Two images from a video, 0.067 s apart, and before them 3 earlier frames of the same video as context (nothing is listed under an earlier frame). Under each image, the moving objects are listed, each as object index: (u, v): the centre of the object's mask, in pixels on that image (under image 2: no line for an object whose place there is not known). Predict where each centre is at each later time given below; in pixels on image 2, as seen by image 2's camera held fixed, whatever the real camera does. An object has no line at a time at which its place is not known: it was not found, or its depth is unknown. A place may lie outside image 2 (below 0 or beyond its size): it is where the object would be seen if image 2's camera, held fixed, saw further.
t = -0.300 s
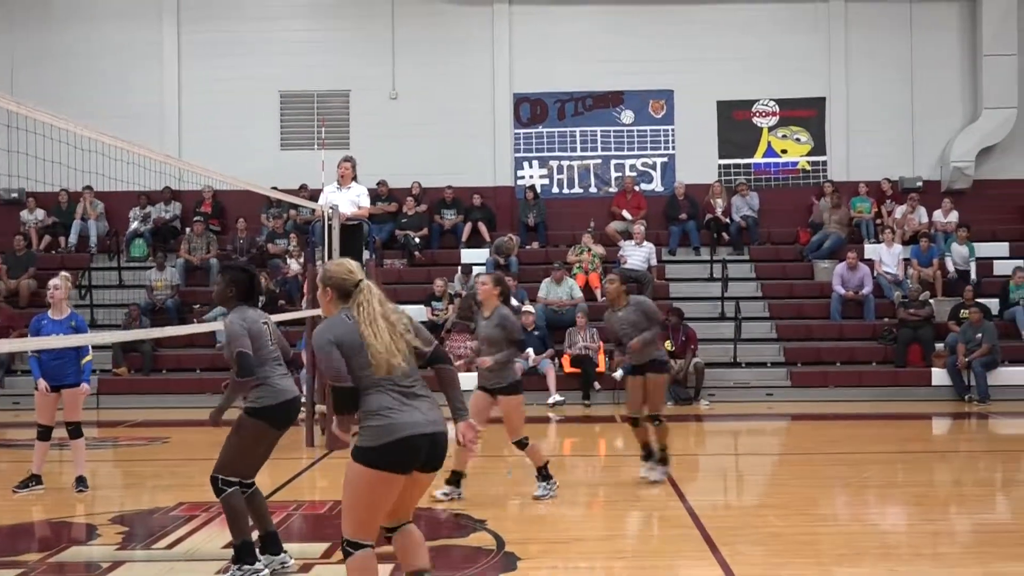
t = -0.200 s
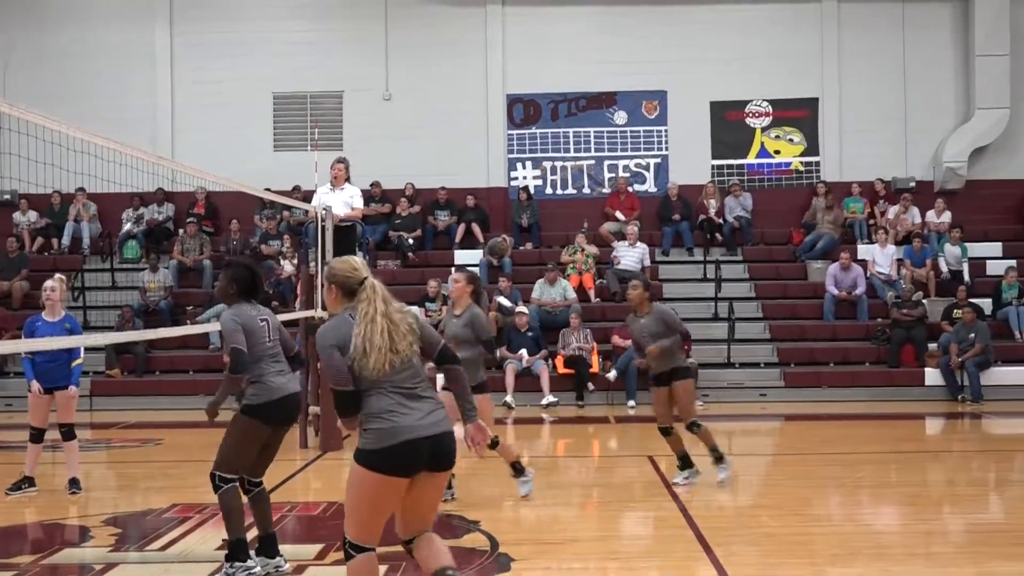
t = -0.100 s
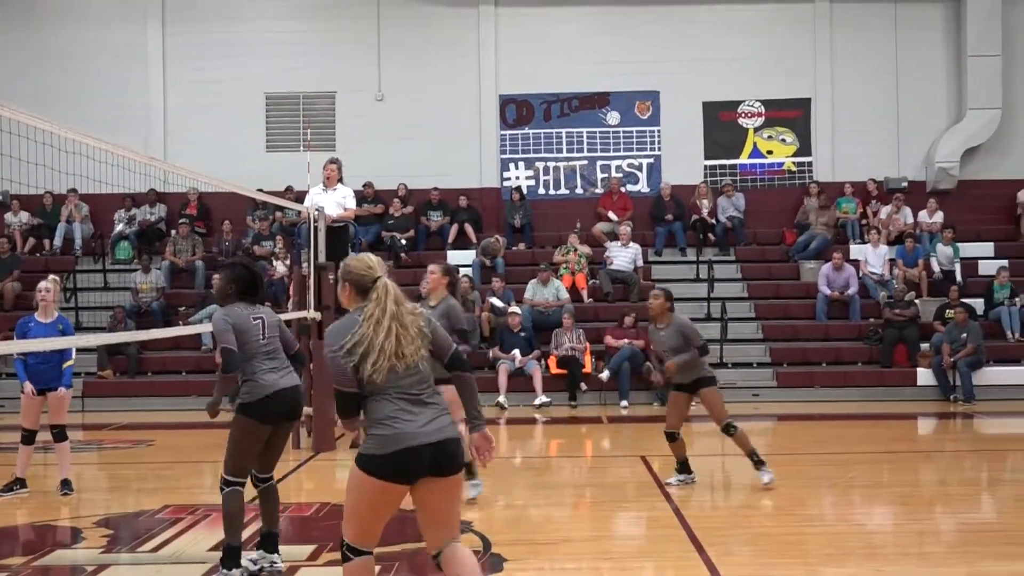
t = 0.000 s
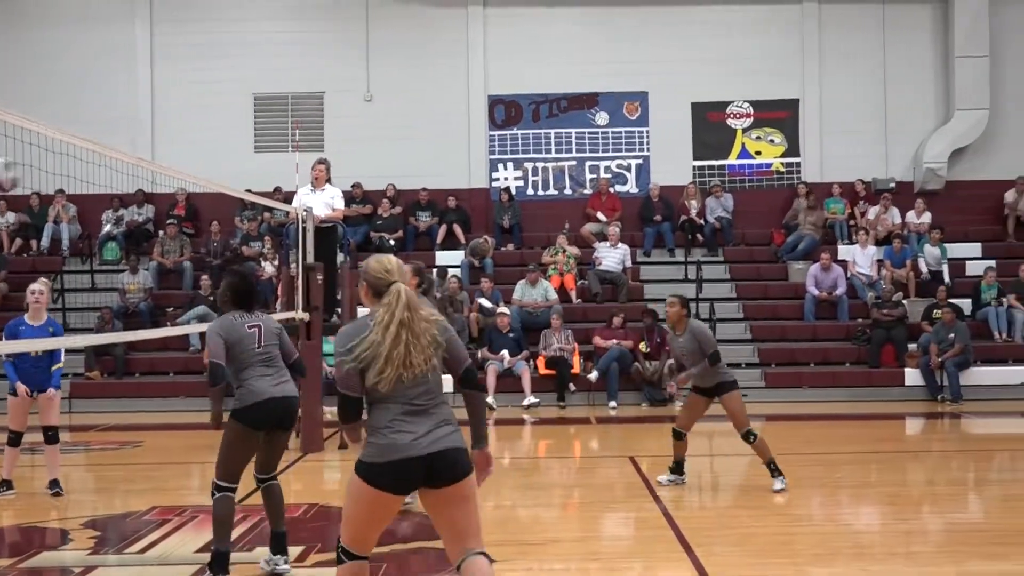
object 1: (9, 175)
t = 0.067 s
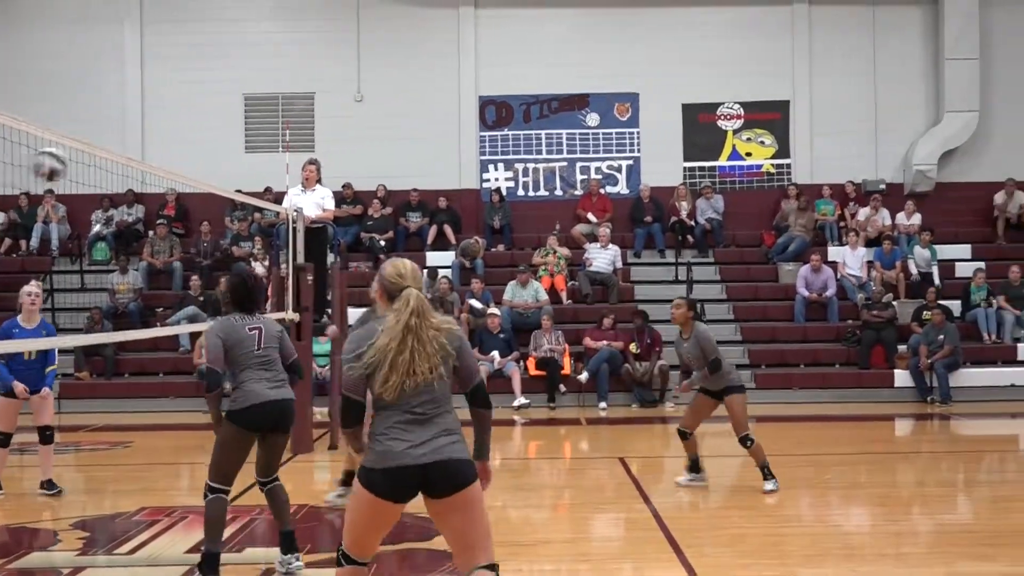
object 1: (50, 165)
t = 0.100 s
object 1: (77, 166)
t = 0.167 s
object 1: (131, 159)
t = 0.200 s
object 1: (156, 165)
